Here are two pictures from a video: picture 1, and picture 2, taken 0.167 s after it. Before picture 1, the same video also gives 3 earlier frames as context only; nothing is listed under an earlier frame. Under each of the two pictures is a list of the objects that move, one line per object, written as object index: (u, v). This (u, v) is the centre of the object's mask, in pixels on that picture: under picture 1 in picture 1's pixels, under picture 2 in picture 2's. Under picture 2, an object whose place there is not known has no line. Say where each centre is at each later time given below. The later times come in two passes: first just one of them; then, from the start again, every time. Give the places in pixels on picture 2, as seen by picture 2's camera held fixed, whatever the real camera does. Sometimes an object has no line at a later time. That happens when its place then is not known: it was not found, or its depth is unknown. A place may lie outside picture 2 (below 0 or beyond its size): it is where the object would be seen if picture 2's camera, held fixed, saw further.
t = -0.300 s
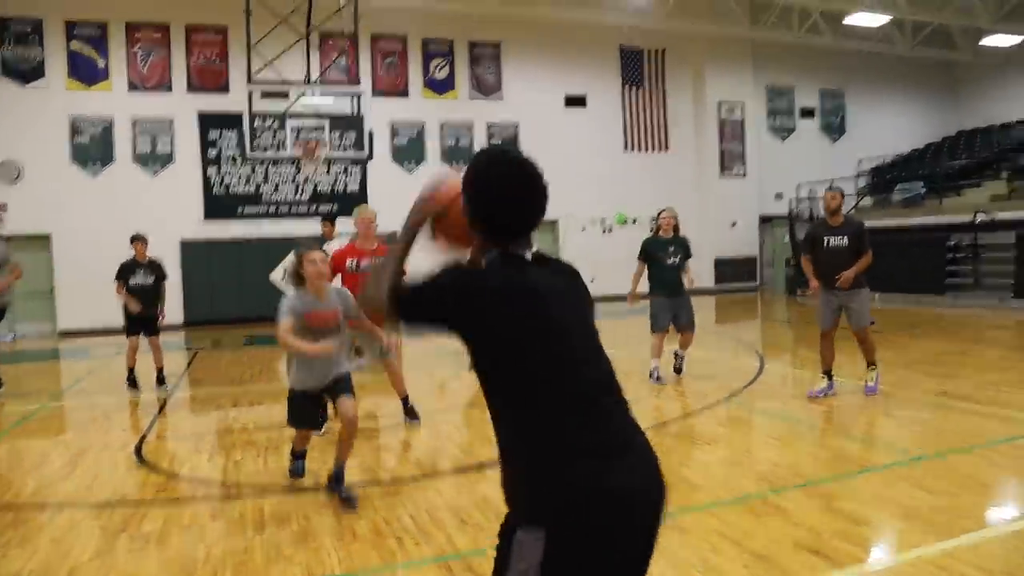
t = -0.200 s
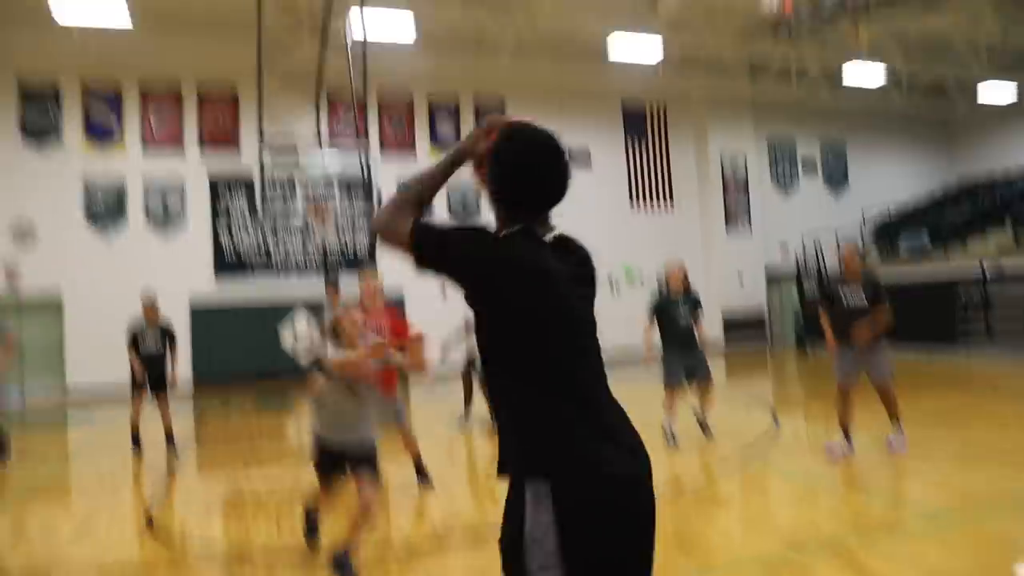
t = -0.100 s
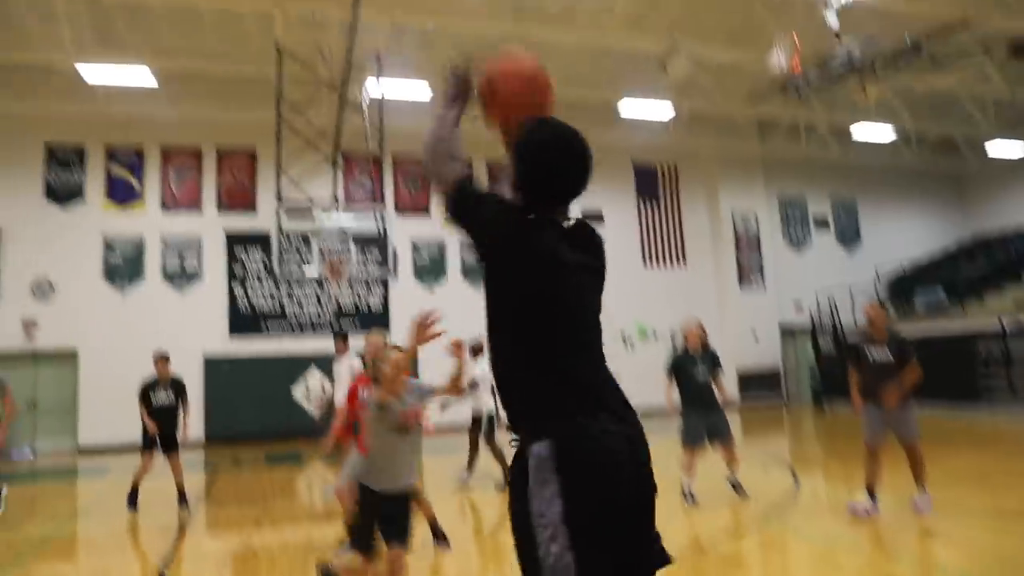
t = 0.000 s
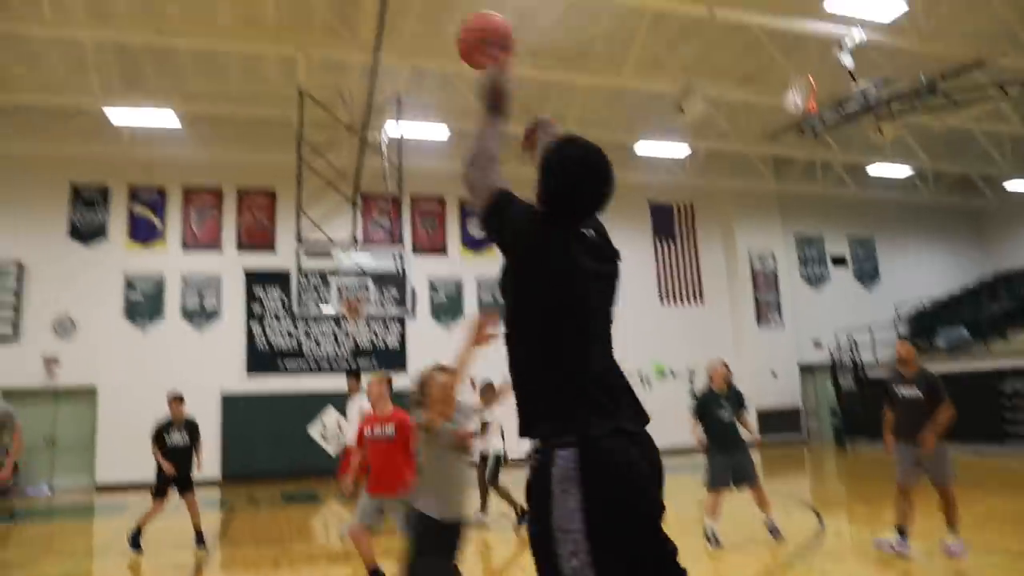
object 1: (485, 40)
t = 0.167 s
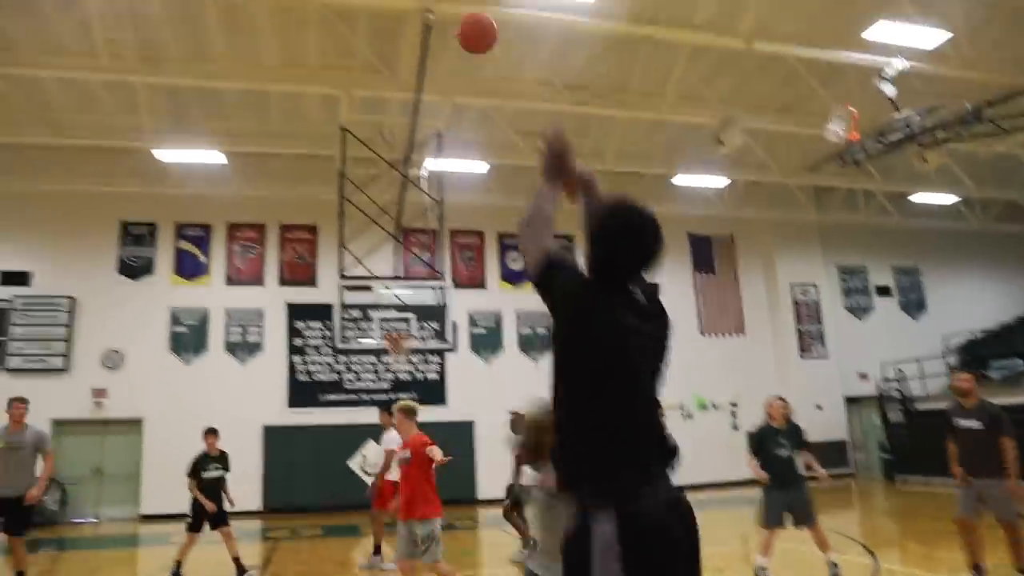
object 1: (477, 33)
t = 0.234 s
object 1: (464, 30)
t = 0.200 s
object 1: (470, 31)
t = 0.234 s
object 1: (464, 30)
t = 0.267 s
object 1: (458, 31)
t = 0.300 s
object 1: (453, 32)
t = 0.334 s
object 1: (448, 36)
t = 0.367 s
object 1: (444, 41)
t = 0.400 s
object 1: (440, 46)
